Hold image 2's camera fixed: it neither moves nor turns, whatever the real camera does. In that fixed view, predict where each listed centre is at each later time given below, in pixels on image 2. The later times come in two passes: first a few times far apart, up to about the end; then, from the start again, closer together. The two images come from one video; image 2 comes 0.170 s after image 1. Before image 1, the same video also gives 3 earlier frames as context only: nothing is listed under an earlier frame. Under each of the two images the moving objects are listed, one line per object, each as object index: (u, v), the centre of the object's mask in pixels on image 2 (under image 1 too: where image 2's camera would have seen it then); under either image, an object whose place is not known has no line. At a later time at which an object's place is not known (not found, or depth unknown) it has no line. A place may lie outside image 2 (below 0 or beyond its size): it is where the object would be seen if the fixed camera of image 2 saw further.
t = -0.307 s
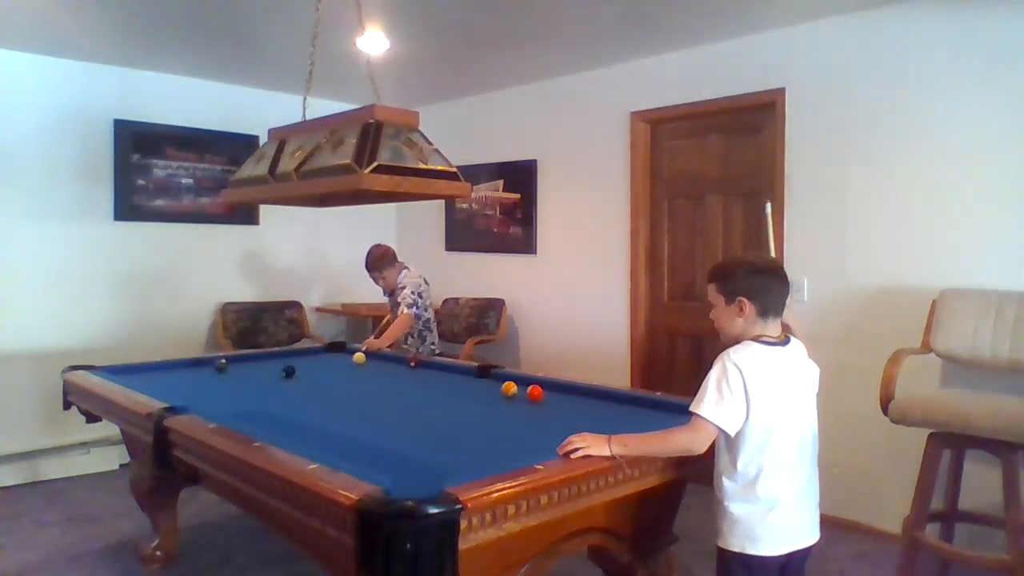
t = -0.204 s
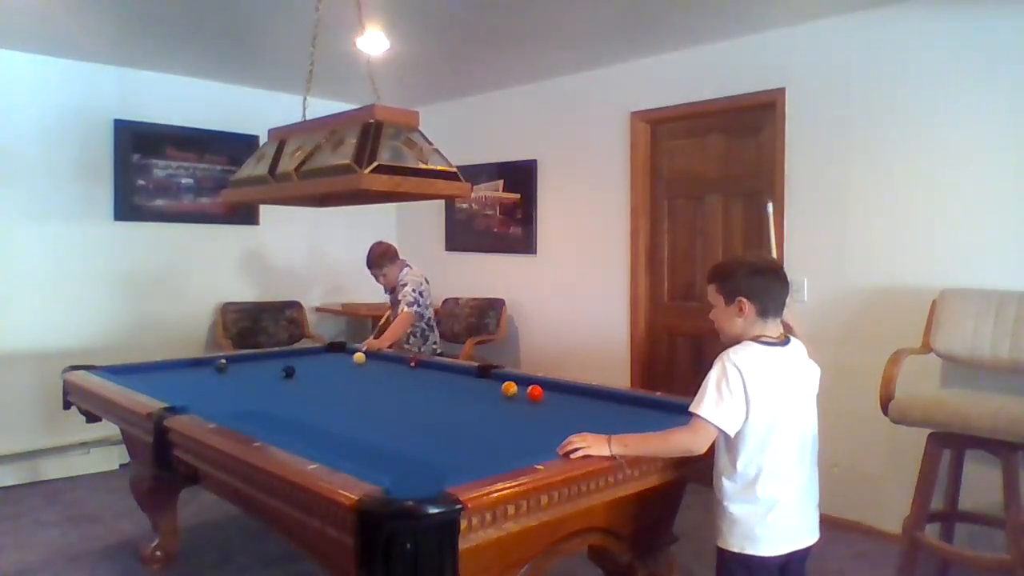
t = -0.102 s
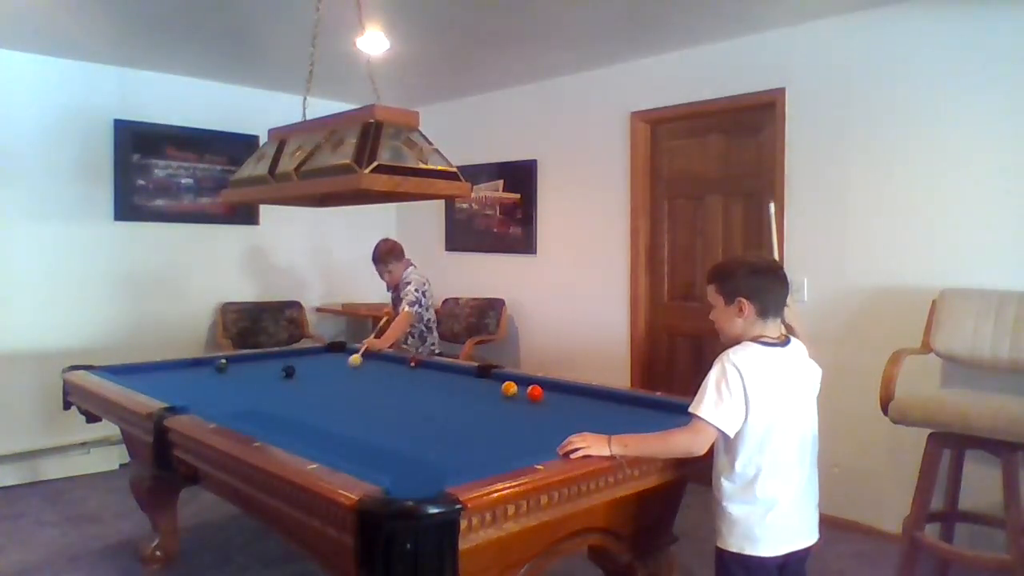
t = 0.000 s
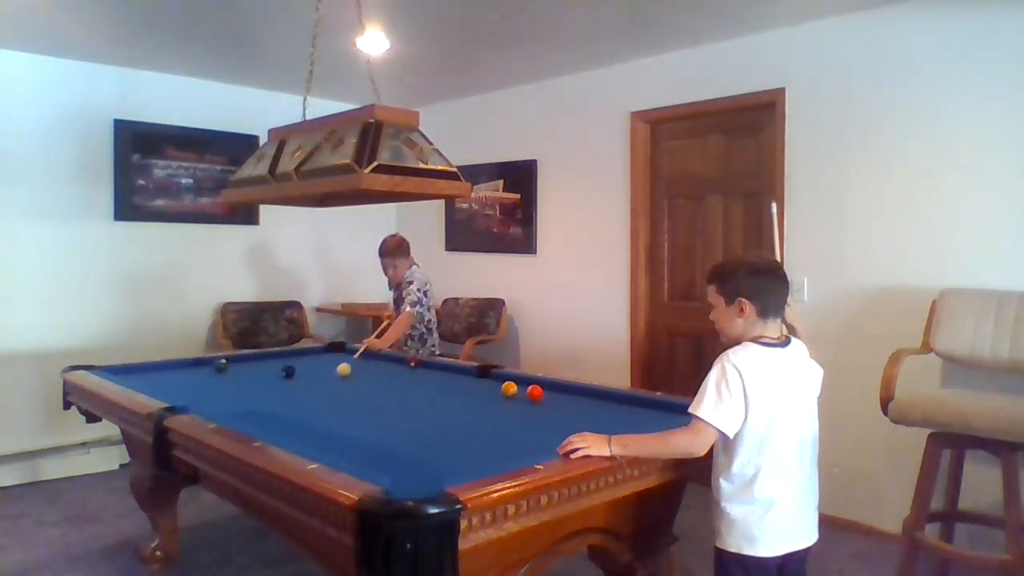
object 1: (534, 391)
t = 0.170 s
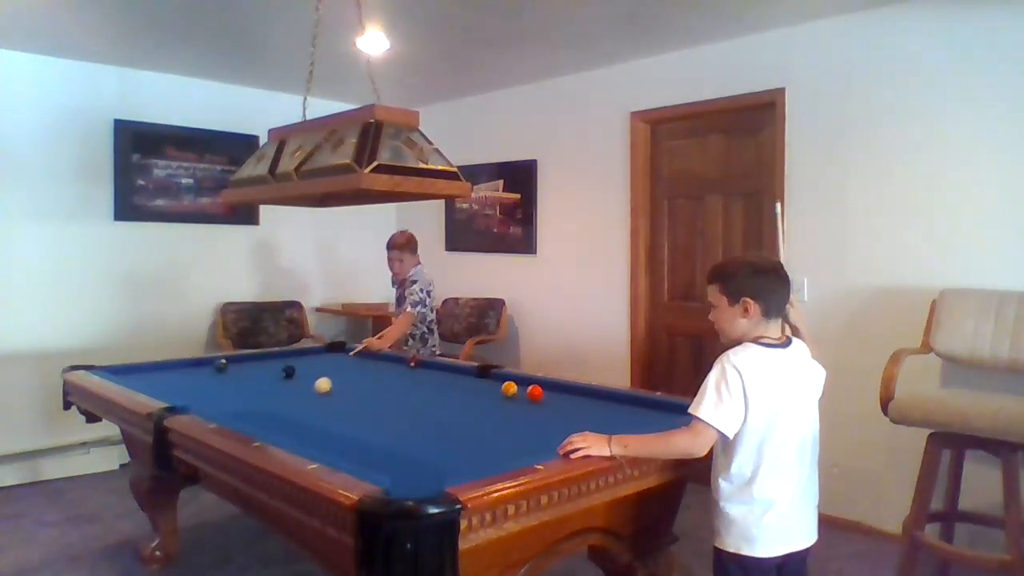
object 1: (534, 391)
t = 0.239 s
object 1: (534, 391)
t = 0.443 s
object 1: (534, 391)
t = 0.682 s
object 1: (534, 391)
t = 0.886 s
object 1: (534, 391)
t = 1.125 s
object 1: (534, 391)
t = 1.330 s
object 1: (534, 391)
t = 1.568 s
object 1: (534, 391)
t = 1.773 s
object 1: (534, 391)
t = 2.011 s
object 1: (534, 391)
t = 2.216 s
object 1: (533, 388)
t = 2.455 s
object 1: (536, 385)
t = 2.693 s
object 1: (537, 384)
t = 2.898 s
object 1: (536, 382)
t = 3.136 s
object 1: (527, 380)
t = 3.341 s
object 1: (518, 379)
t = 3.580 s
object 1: (509, 378)
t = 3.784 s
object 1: (502, 379)
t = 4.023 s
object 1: (497, 381)
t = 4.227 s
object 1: (493, 381)
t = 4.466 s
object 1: (489, 380)
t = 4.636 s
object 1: (487, 380)
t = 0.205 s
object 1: (534, 391)
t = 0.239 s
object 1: (534, 391)
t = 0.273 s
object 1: (534, 391)
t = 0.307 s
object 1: (534, 391)
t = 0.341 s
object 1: (534, 391)
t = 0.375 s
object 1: (534, 391)
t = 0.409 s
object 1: (534, 391)
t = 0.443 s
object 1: (534, 391)
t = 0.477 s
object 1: (534, 391)
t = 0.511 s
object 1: (534, 391)
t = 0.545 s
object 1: (535, 391)
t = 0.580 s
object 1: (534, 391)
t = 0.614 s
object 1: (534, 391)
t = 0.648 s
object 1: (534, 391)
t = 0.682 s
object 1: (534, 391)
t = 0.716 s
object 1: (534, 391)
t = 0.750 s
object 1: (534, 391)
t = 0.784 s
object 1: (534, 391)
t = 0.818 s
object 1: (535, 391)
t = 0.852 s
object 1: (534, 391)
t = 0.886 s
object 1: (534, 391)
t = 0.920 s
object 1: (534, 391)
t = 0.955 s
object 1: (535, 391)
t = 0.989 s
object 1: (535, 391)
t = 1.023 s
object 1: (535, 391)
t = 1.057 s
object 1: (534, 391)
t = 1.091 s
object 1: (534, 391)
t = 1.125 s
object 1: (534, 391)
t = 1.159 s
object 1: (534, 391)
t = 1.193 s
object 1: (534, 391)
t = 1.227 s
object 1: (534, 391)
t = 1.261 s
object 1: (534, 391)
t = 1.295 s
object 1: (534, 391)
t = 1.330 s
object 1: (534, 391)
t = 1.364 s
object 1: (535, 391)
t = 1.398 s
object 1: (535, 391)
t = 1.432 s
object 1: (534, 391)
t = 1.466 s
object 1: (534, 391)
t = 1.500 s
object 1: (534, 391)
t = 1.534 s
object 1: (534, 391)
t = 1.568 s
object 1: (534, 391)
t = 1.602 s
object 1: (534, 391)
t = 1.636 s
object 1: (534, 391)
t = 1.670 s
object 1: (534, 391)
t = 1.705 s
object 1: (534, 391)
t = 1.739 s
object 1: (534, 391)
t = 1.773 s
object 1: (534, 391)
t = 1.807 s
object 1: (534, 391)
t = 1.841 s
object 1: (534, 391)
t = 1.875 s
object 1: (534, 391)
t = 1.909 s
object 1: (534, 391)
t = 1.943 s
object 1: (534, 391)
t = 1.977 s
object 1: (534, 391)
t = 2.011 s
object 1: (534, 391)
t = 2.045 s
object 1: (534, 391)
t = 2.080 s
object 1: (533, 390)
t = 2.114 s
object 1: (533, 390)
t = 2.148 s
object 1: (533, 389)
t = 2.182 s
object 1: (533, 389)
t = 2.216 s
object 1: (533, 388)
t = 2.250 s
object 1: (532, 388)
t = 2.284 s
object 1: (533, 387)
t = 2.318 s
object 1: (534, 386)
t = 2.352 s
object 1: (535, 386)
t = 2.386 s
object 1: (535, 385)
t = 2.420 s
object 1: (536, 385)
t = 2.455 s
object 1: (536, 385)
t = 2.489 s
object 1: (536, 385)
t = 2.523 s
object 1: (536, 385)
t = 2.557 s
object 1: (536, 385)
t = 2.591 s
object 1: (536, 385)
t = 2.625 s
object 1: (537, 385)
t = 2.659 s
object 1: (536, 384)
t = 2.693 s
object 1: (537, 384)
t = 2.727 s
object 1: (537, 384)
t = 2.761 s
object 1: (536, 383)
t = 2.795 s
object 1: (536, 383)
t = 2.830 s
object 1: (536, 382)
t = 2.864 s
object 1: (536, 382)
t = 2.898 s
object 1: (536, 382)
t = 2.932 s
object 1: (536, 382)
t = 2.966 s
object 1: (534, 381)
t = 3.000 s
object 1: (533, 381)
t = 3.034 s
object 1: (531, 381)
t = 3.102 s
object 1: (528, 380)
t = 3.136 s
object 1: (527, 380)
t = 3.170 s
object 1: (525, 380)
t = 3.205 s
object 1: (523, 379)
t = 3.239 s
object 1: (522, 379)
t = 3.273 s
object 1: (521, 379)
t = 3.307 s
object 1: (519, 379)
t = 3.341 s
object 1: (518, 379)
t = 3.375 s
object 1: (517, 379)
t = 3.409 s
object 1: (516, 379)
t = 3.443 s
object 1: (514, 379)
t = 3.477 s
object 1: (513, 379)
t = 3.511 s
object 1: (512, 378)
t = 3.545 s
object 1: (511, 378)
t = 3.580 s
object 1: (509, 378)
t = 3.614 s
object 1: (508, 378)
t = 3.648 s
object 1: (507, 378)
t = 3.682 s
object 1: (506, 378)
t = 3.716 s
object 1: (504, 379)
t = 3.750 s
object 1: (503, 379)
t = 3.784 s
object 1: (502, 379)
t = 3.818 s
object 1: (501, 379)
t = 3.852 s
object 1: (500, 380)
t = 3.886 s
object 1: (500, 380)
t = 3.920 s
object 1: (499, 380)
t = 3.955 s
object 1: (498, 380)
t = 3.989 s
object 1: (497, 380)
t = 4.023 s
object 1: (497, 381)
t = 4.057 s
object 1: (496, 381)
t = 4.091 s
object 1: (495, 381)
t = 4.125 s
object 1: (495, 381)
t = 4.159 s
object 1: (494, 381)
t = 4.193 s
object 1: (494, 381)
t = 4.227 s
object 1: (493, 381)
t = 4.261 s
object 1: (492, 380)
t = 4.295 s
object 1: (491, 380)
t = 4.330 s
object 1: (491, 380)
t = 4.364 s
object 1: (490, 380)
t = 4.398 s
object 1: (490, 380)
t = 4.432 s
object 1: (489, 380)
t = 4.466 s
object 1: (489, 380)
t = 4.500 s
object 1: (488, 380)
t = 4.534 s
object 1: (488, 380)
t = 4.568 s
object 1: (487, 380)
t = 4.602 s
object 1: (487, 380)
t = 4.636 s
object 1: (487, 380)
